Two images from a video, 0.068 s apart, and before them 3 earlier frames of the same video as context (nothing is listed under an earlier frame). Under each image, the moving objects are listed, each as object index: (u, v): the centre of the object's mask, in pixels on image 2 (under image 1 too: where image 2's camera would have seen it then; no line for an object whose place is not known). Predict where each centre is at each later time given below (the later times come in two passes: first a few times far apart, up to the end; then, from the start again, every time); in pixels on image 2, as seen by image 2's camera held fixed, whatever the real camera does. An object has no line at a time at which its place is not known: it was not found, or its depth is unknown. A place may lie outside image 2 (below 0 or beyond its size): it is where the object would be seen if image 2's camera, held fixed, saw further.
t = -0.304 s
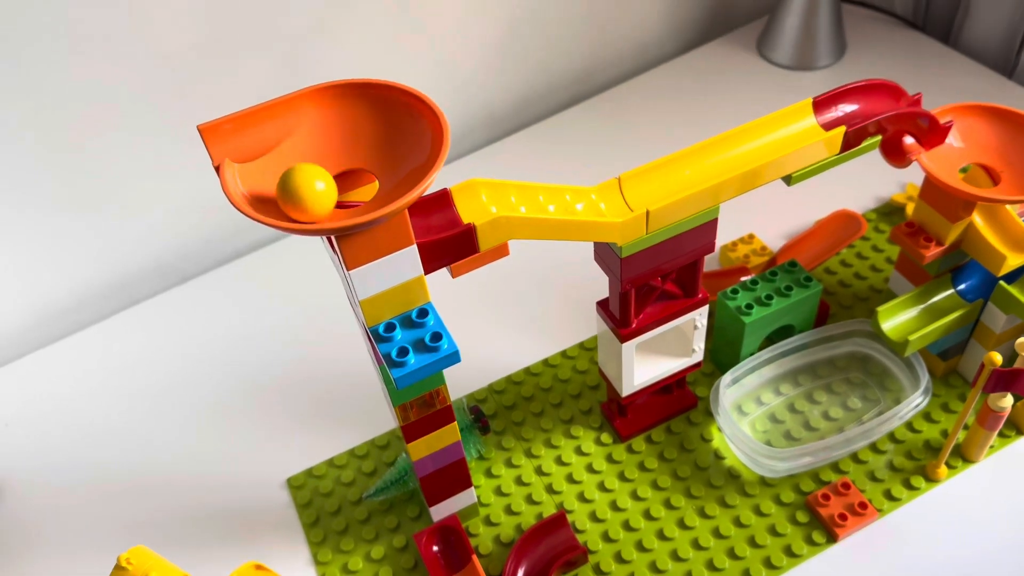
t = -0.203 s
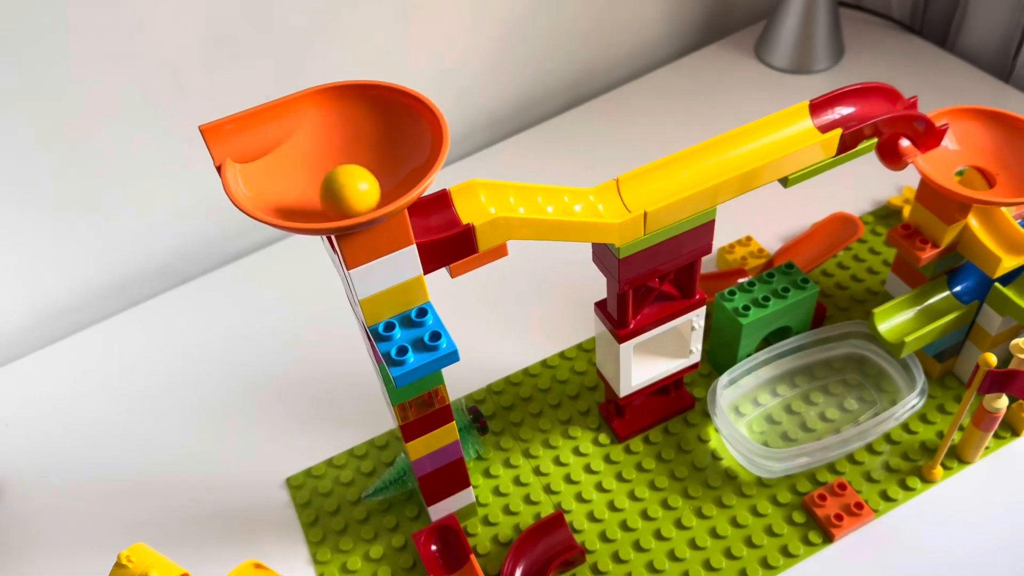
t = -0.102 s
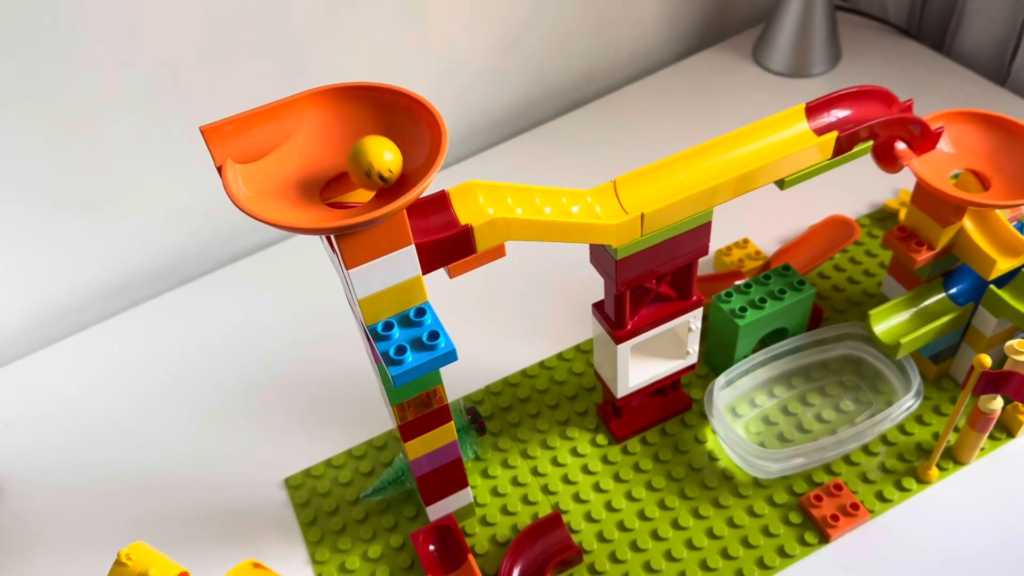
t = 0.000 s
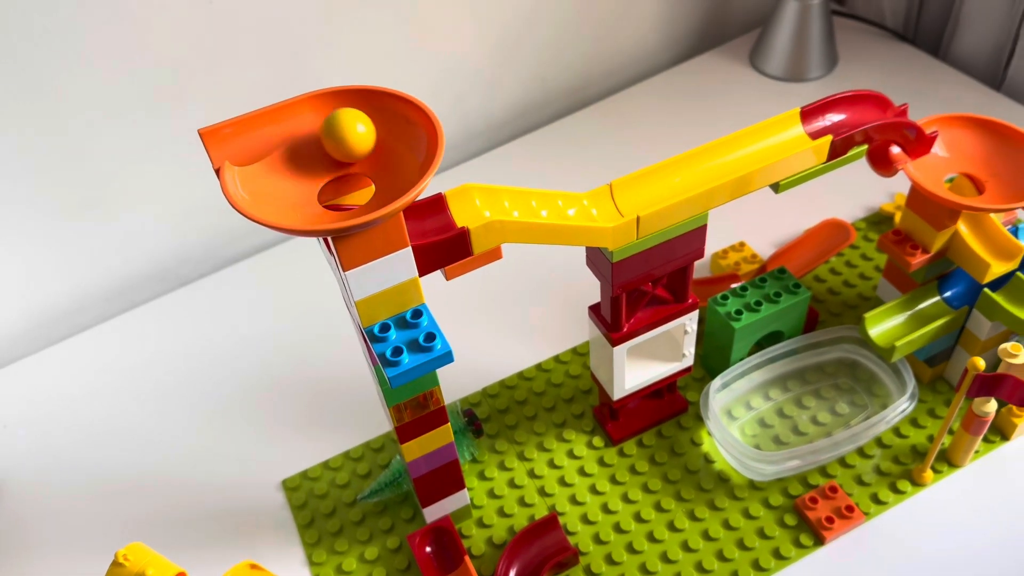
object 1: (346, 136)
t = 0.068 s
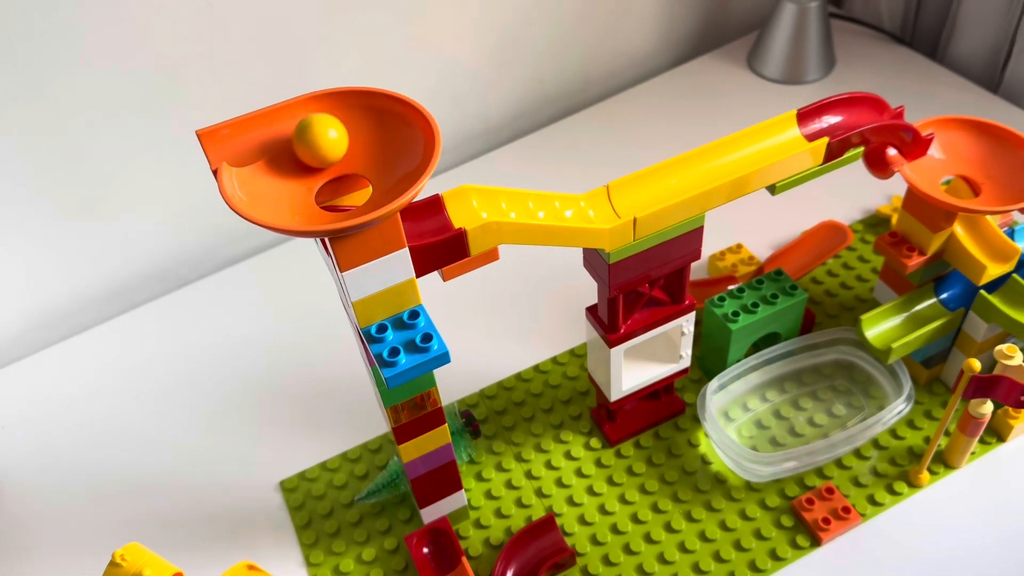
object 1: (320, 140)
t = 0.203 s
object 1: (306, 187)
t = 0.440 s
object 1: (364, 166)
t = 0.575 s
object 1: (330, 143)
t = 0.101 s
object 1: (310, 151)
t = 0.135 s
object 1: (304, 163)
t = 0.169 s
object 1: (303, 177)
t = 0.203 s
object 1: (306, 187)
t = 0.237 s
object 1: (314, 195)
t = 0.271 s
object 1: (325, 197)
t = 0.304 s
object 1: (337, 195)
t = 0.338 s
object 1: (348, 192)
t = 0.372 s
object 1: (358, 185)
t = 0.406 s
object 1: (364, 176)
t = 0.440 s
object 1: (364, 166)
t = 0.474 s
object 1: (360, 157)
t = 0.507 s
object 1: (352, 149)
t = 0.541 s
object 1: (341, 144)
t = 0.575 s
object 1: (330, 143)
